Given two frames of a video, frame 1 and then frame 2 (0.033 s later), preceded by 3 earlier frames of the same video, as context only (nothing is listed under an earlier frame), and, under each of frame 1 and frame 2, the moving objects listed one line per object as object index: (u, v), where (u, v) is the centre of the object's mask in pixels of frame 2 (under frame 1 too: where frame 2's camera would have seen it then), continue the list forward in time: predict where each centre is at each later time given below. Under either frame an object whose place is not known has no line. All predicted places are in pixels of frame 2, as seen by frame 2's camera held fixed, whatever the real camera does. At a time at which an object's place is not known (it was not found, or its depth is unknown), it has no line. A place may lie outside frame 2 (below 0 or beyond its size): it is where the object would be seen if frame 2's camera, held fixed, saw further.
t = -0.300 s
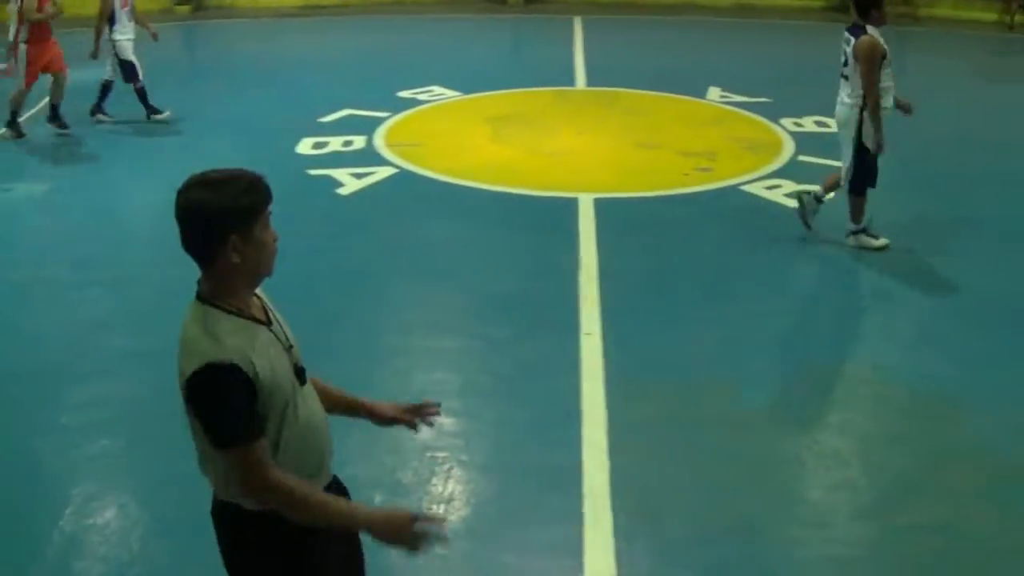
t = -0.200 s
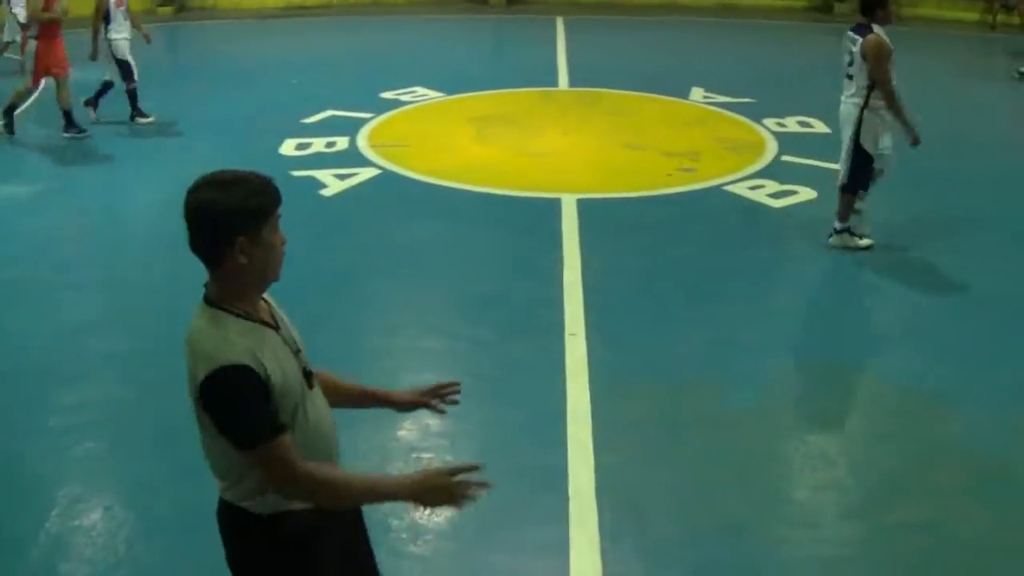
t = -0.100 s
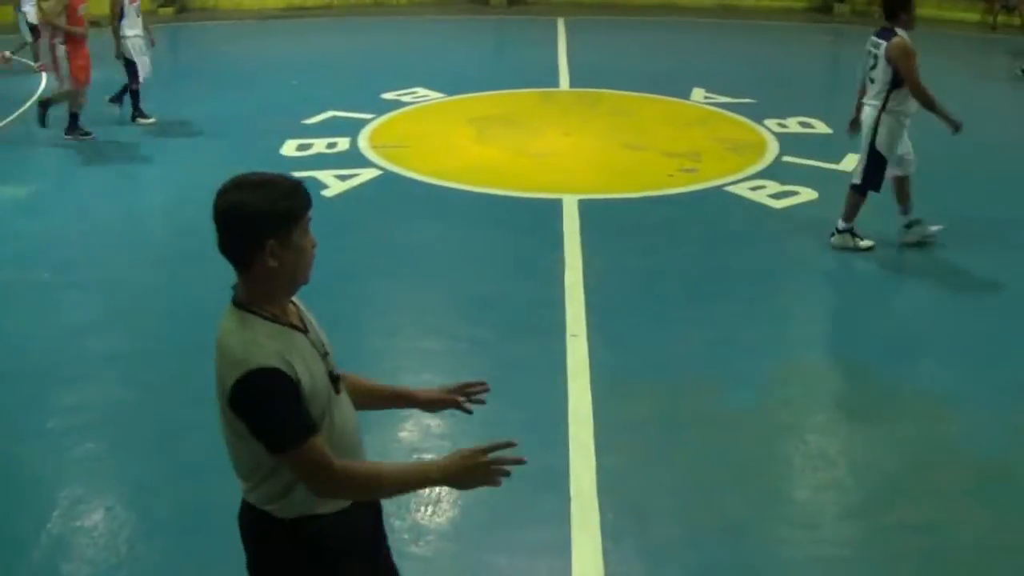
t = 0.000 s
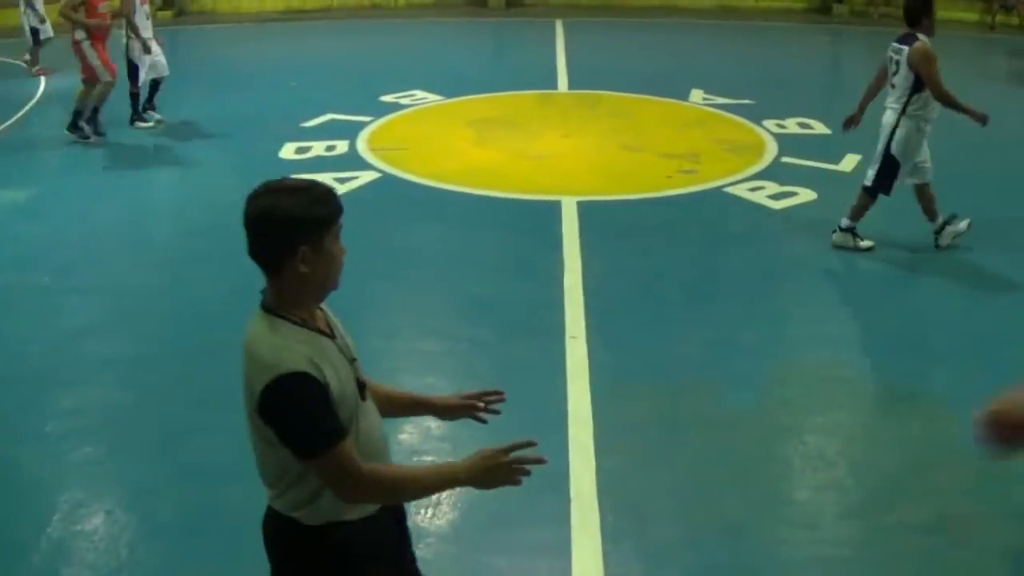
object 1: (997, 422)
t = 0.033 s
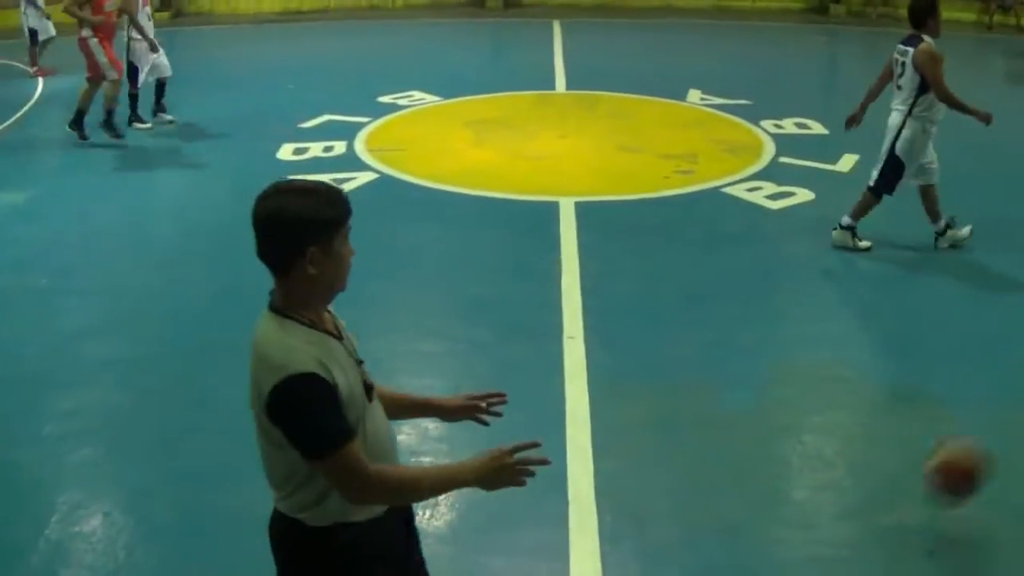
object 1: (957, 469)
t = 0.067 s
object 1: (904, 524)
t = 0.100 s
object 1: (885, 499)
